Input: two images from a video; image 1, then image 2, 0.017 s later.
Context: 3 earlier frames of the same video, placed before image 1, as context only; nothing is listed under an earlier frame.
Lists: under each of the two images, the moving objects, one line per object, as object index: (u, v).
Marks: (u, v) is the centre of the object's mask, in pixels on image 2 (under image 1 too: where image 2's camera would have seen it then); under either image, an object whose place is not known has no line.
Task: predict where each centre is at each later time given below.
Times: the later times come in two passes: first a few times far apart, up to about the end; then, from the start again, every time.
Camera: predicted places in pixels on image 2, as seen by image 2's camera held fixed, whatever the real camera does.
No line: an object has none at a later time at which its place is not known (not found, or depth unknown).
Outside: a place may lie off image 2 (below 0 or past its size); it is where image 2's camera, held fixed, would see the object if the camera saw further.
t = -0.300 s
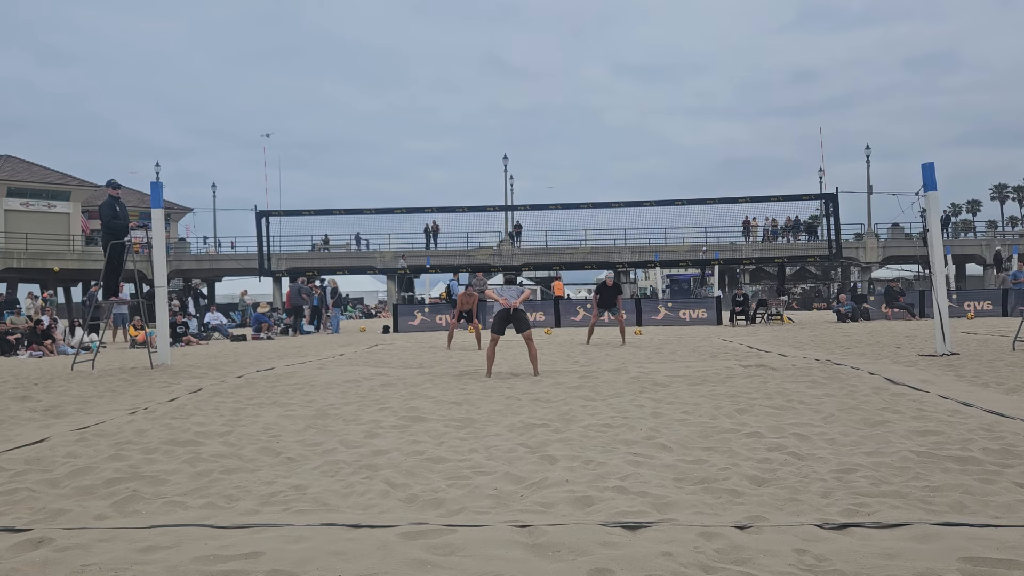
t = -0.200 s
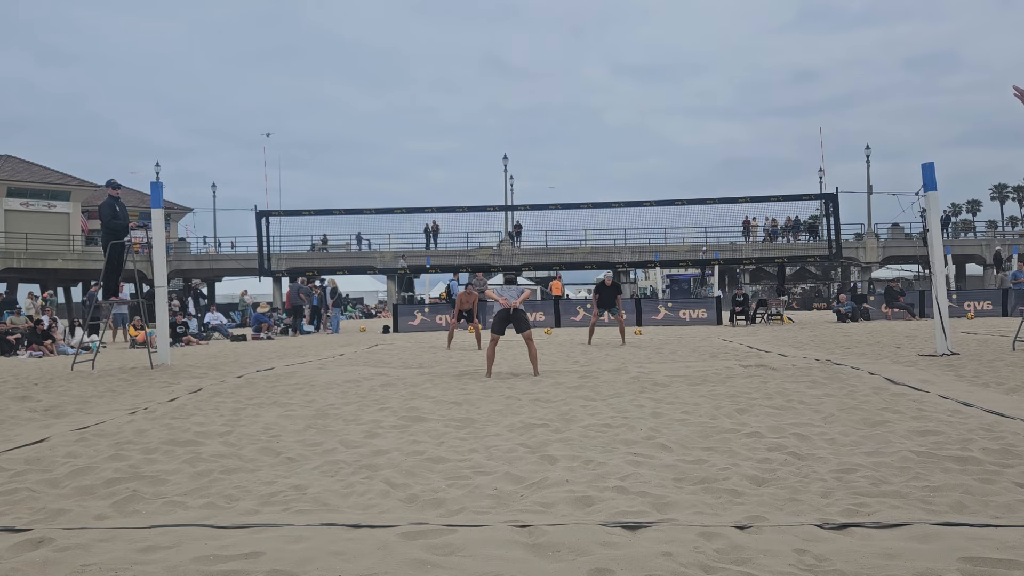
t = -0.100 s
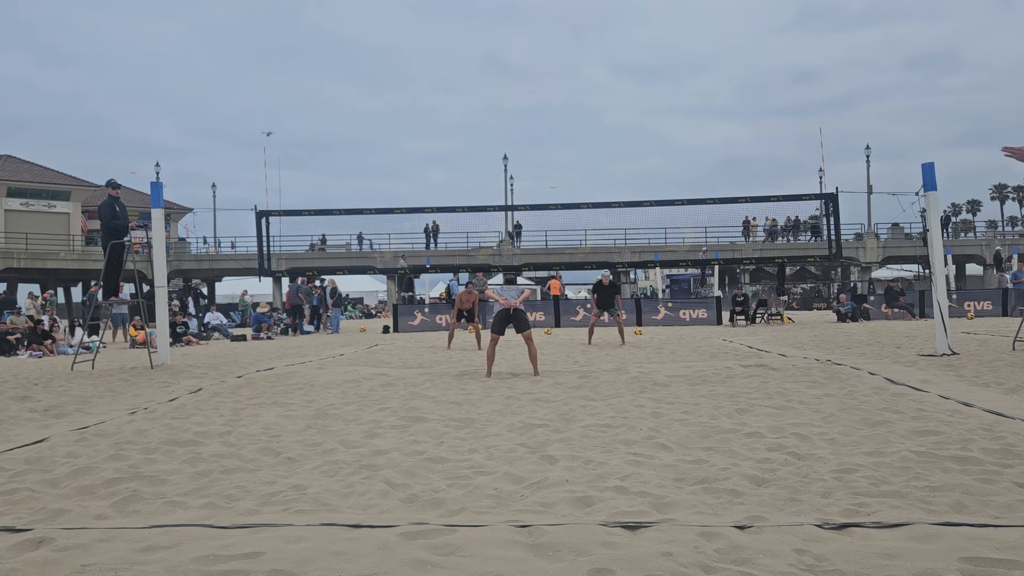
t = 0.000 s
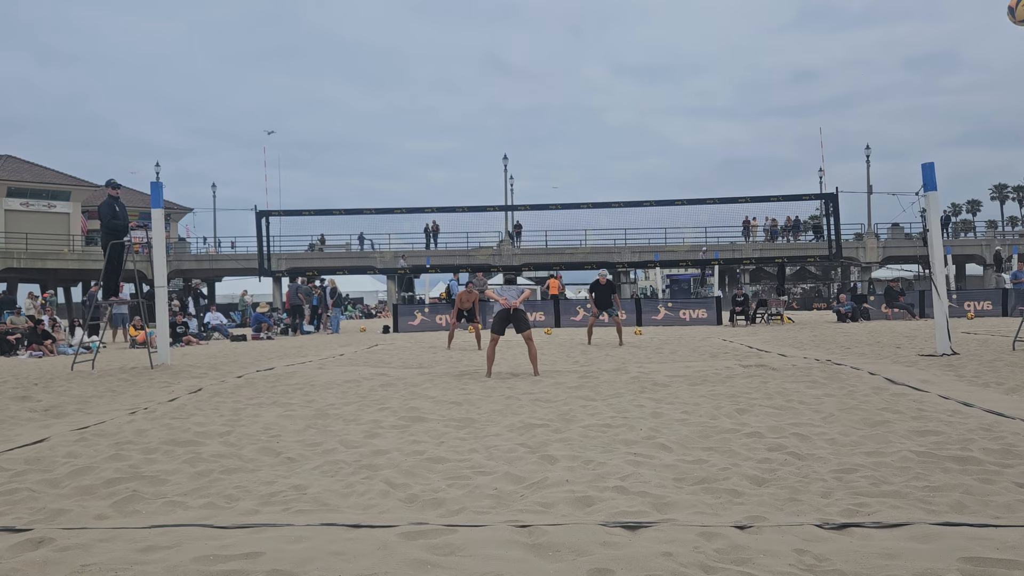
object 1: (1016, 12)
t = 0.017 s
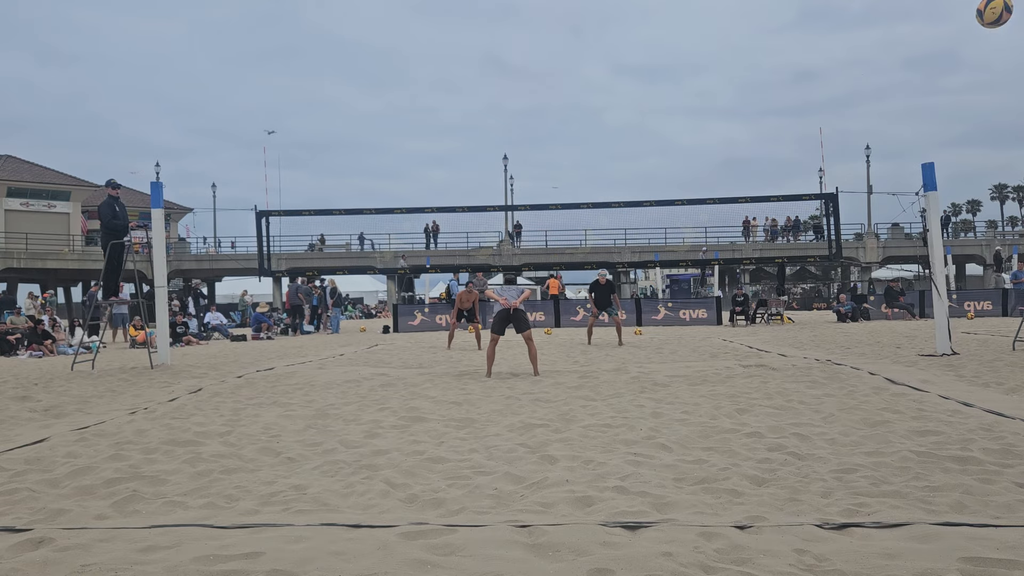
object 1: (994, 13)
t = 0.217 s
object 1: (758, 51)
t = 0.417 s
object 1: (649, 100)
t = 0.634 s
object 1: (586, 154)
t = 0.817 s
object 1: (551, 203)
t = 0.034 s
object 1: (965, 15)
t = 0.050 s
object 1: (938, 18)
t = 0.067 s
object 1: (913, 21)
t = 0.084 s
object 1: (890, 24)
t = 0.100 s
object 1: (869, 28)
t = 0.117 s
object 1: (849, 31)
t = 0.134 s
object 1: (831, 34)
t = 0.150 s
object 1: (814, 38)
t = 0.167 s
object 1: (798, 41)
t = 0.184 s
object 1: (784, 45)
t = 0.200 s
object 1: (770, 48)
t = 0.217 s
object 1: (758, 51)
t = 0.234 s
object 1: (746, 55)
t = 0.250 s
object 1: (734, 59)
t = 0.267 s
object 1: (724, 62)
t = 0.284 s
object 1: (714, 66)
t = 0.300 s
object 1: (704, 70)
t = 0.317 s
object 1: (695, 74)
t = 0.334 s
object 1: (687, 79)
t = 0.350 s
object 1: (678, 83)
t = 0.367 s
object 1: (670, 87)
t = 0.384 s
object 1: (663, 91)
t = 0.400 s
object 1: (656, 95)
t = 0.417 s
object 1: (649, 100)
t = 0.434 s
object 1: (643, 104)
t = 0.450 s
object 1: (637, 108)
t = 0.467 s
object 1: (631, 112)
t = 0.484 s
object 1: (626, 116)
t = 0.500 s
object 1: (621, 120)
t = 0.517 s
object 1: (616, 124)
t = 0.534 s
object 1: (611, 128)
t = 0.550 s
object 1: (606, 133)
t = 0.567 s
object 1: (602, 137)
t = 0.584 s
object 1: (598, 141)
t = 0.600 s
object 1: (593, 146)
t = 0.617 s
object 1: (589, 150)
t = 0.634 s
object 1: (586, 154)
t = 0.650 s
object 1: (582, 159)
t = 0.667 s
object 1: (578, 163)
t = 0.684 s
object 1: (575, 168)
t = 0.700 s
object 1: (571, 172)
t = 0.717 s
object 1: (568, 177)
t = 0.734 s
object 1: (565, 182)
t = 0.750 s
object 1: (562, 186)
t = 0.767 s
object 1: (559, 191)
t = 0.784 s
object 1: (556, 195)
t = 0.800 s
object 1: (553, 200)
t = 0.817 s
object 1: (551, 203)
